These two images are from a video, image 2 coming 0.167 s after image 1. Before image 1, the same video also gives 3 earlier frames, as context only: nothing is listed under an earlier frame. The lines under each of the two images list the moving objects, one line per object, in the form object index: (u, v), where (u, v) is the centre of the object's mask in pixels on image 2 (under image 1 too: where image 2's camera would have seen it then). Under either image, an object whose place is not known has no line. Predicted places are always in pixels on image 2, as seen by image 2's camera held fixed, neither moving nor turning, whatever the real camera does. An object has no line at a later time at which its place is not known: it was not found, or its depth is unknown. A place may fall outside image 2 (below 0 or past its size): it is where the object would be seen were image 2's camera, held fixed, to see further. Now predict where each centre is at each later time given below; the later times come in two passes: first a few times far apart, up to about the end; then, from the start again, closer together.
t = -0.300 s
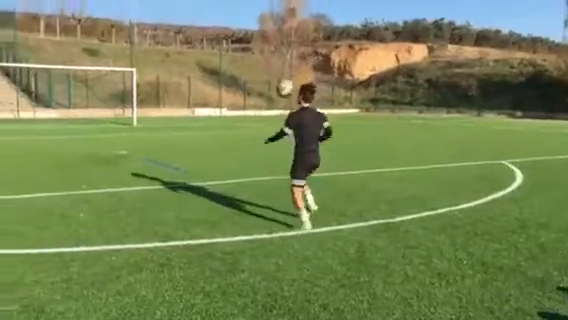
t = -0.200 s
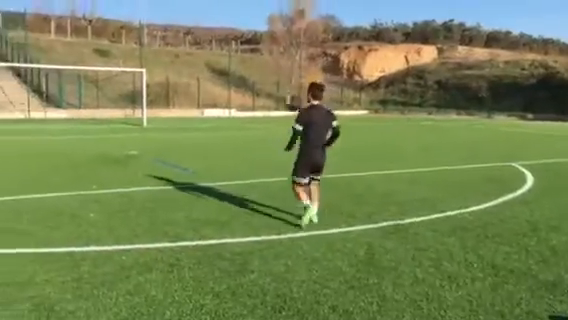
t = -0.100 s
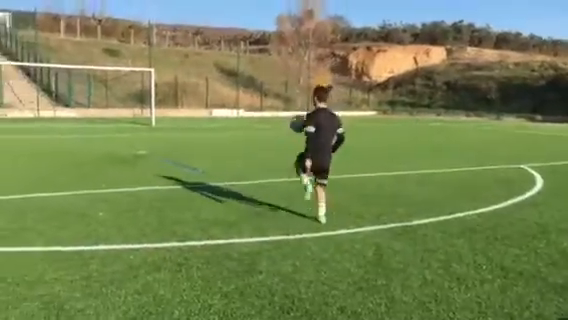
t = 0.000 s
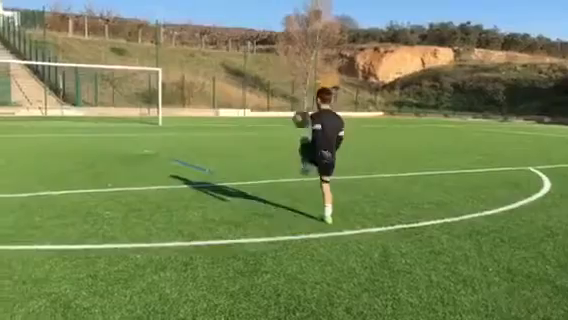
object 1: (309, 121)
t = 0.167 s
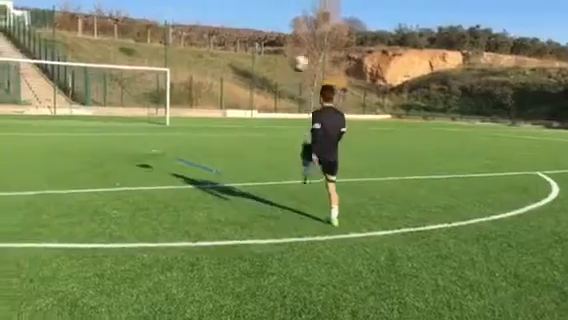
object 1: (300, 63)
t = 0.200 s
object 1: (298, 54)
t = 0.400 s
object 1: (284, 19)
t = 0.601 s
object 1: (270, 17)
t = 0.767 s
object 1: (262, 38)
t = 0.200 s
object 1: (298, 54)
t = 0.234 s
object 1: (296, 46)
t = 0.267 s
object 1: (295, 38)
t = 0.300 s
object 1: (291, 32)
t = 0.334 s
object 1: (289, 27)
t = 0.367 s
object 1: (286, 23)
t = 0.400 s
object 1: (284, 19)
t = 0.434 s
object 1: (283, 17)
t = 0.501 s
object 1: (278, 14)
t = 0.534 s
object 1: (276, 14)
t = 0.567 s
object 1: (273, 15)
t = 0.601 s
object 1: (270, 17)
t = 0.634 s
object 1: (269, 19)
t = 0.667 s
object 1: (265, 23)
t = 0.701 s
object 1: (263, 27)
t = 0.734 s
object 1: (261, 32)
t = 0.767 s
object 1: (262, 38)
